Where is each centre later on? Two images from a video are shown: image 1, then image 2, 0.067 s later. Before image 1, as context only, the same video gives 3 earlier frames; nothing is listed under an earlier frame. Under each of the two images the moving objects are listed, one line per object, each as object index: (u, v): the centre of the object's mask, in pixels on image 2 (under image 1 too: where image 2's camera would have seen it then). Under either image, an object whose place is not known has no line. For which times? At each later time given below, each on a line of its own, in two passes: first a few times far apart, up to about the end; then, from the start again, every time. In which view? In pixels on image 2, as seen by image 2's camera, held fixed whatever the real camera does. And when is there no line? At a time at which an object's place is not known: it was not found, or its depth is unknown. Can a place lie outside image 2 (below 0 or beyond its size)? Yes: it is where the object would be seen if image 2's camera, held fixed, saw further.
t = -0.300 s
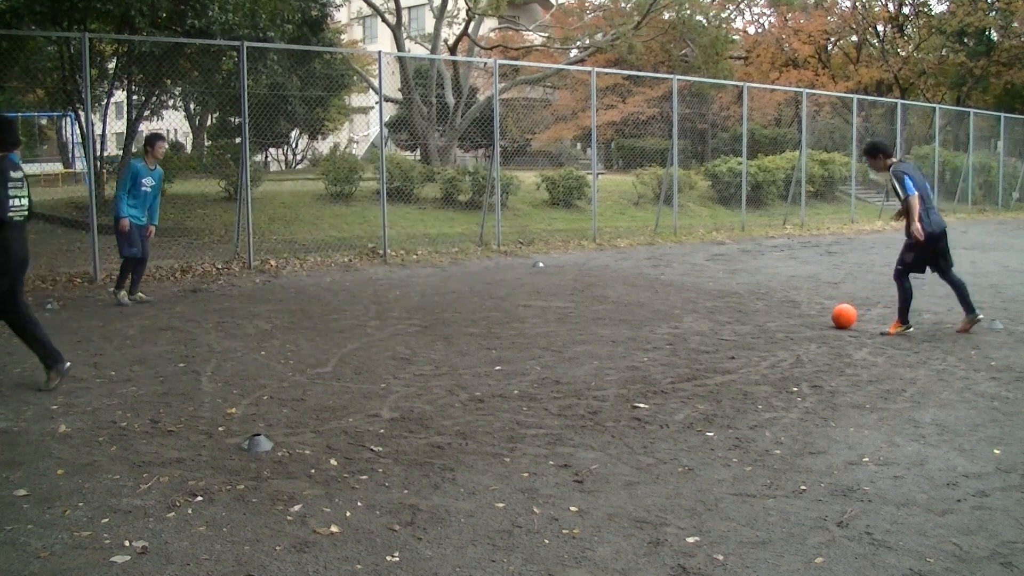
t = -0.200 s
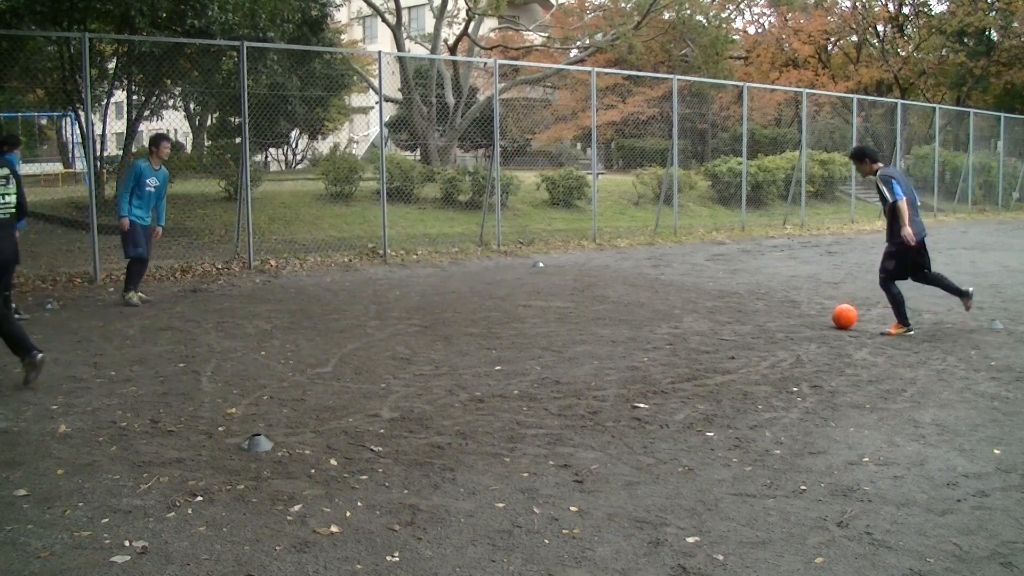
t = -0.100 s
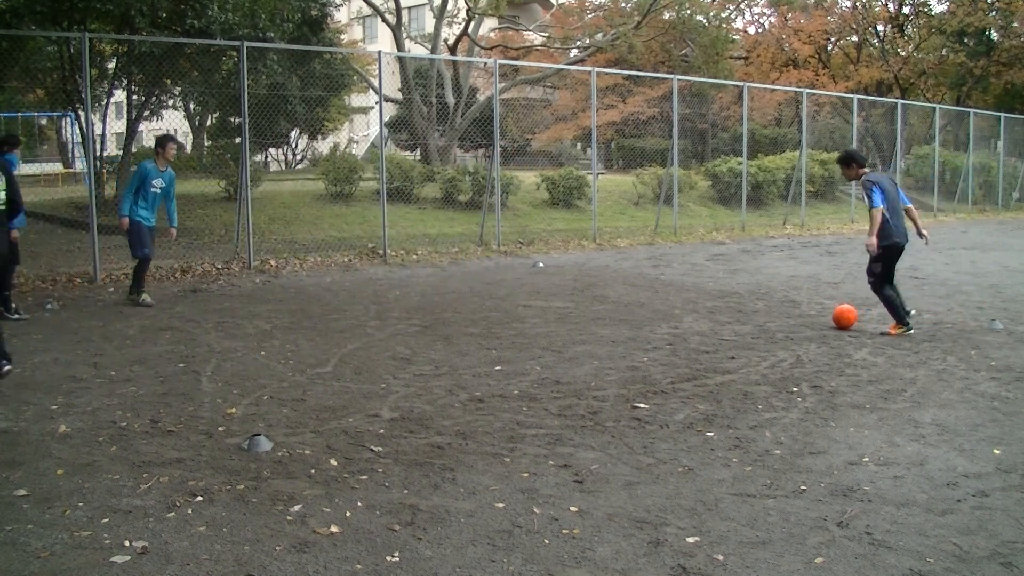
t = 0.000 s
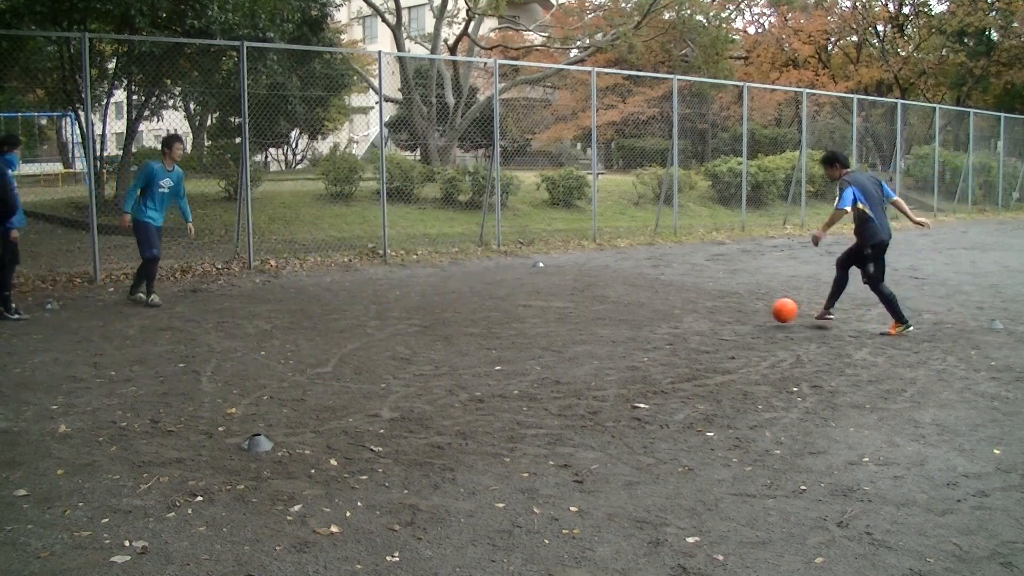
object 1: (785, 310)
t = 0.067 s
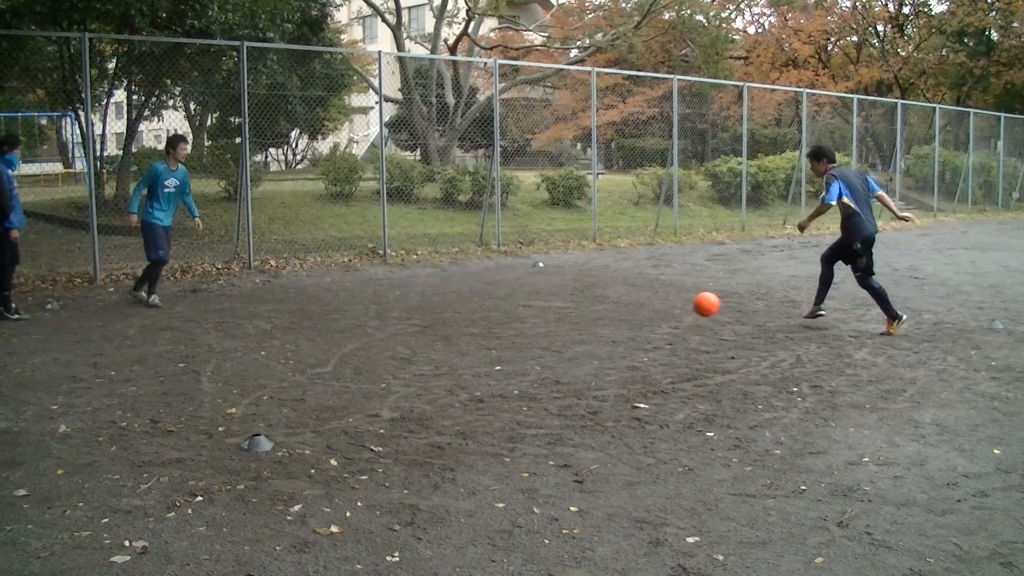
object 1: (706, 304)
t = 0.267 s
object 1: (472, 315)
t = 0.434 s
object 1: (315, 307)
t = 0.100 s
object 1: (667, 303)
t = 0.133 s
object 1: (628, 303)
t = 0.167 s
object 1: (588, 305)
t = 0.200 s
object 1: (548, 308)
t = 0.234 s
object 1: (509, 312)
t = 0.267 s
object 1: (472, 315)
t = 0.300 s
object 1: (440, 310)
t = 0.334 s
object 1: (409, 308)
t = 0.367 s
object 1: (377, 306)
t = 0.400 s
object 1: (346, 306)
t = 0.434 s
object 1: (315, 307)
